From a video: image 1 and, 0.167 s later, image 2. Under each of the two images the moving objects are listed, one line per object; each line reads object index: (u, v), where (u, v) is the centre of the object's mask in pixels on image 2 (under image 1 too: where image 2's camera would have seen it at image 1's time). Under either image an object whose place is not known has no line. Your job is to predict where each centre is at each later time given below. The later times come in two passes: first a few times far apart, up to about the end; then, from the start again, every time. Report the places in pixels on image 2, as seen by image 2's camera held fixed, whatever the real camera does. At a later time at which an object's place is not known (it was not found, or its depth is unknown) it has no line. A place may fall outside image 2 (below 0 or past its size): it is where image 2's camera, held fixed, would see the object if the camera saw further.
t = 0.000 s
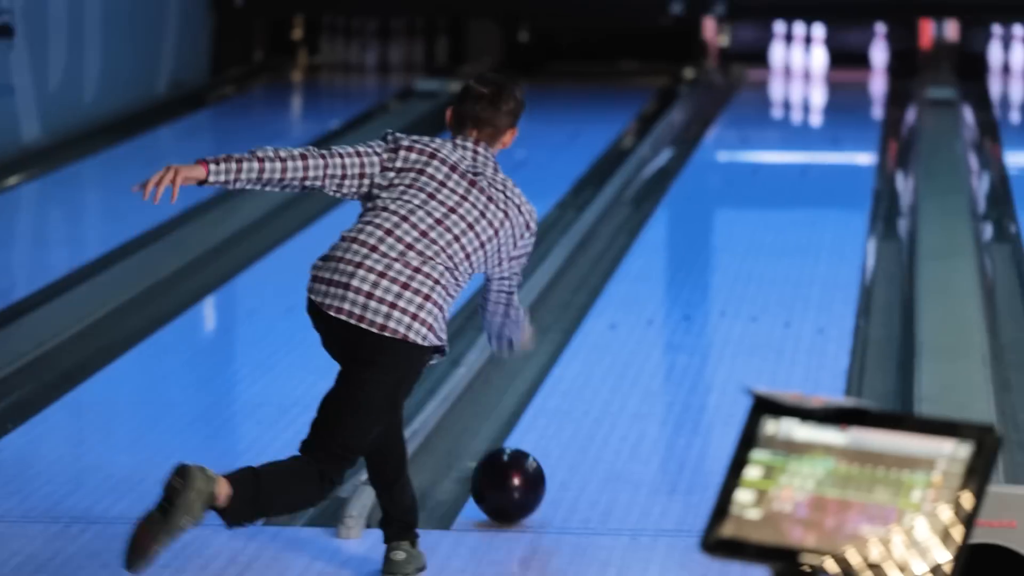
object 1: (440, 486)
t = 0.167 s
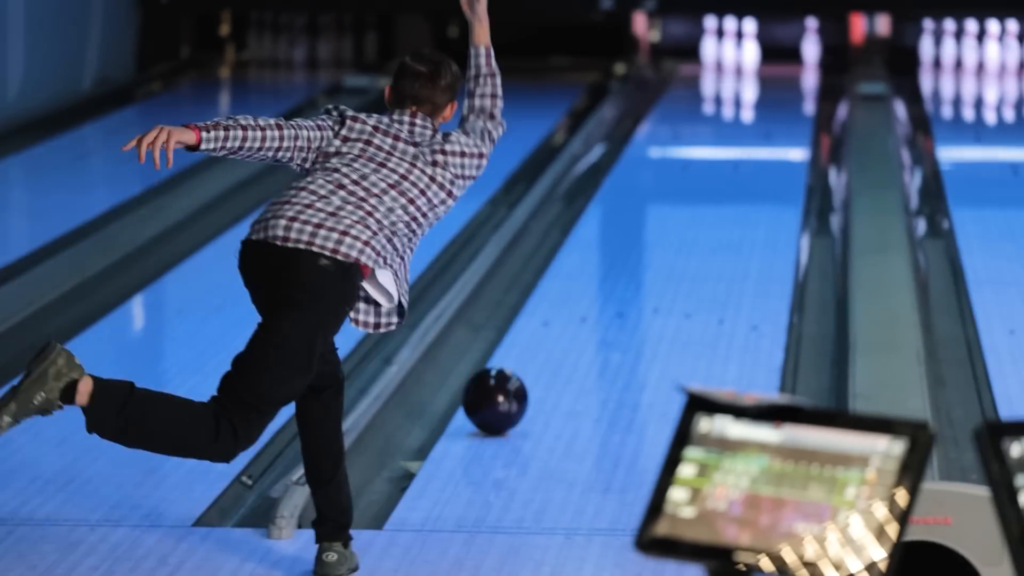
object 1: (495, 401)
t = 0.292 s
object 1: (525, 354)
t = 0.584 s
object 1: (581, 262)
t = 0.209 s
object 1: (504, 386)
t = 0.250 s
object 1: (517, 367)
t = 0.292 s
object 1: (525, 354)
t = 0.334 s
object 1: (536, 336)
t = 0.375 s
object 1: (543, 325)
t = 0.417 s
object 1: (553, 309)
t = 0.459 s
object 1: (559, 299)
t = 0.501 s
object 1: (568, 284)
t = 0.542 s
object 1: (574, 275)
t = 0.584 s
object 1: (581, 262)
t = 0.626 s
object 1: (592, 249)
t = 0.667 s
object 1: (593, 240)
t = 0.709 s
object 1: (597, 232)
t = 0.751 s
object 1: (603, 220)
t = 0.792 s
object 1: (607, 213)
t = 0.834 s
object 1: (613, 201)
